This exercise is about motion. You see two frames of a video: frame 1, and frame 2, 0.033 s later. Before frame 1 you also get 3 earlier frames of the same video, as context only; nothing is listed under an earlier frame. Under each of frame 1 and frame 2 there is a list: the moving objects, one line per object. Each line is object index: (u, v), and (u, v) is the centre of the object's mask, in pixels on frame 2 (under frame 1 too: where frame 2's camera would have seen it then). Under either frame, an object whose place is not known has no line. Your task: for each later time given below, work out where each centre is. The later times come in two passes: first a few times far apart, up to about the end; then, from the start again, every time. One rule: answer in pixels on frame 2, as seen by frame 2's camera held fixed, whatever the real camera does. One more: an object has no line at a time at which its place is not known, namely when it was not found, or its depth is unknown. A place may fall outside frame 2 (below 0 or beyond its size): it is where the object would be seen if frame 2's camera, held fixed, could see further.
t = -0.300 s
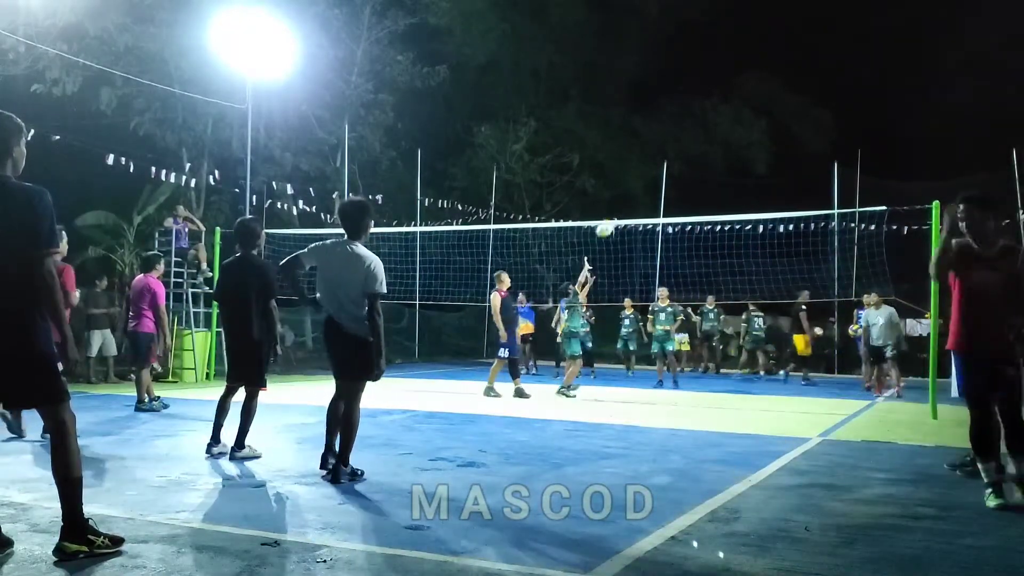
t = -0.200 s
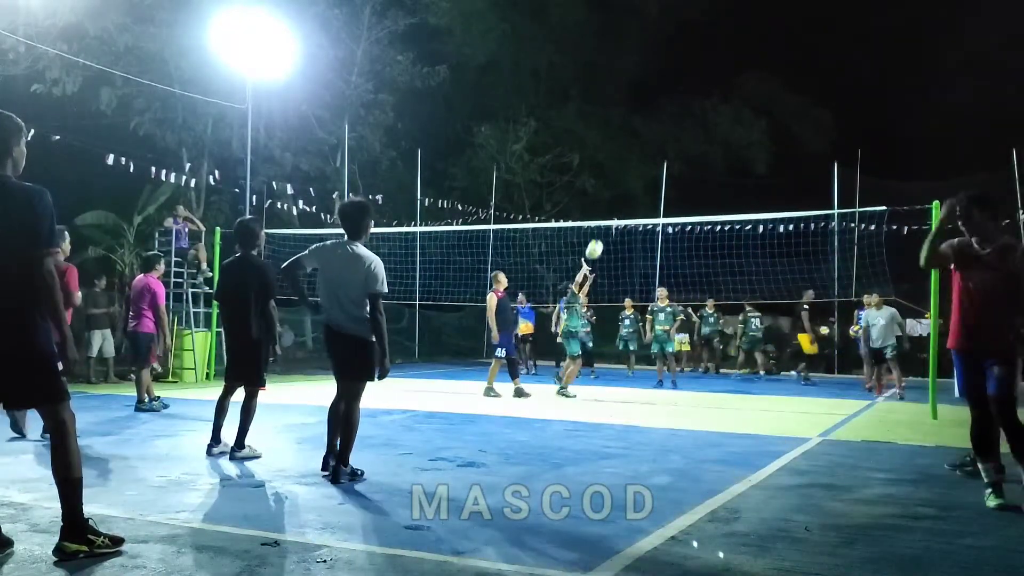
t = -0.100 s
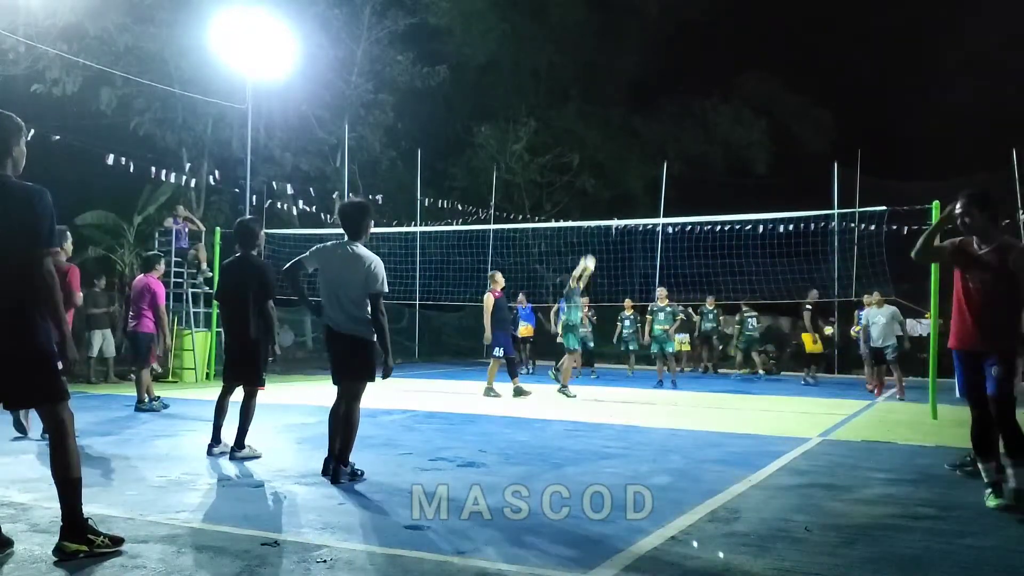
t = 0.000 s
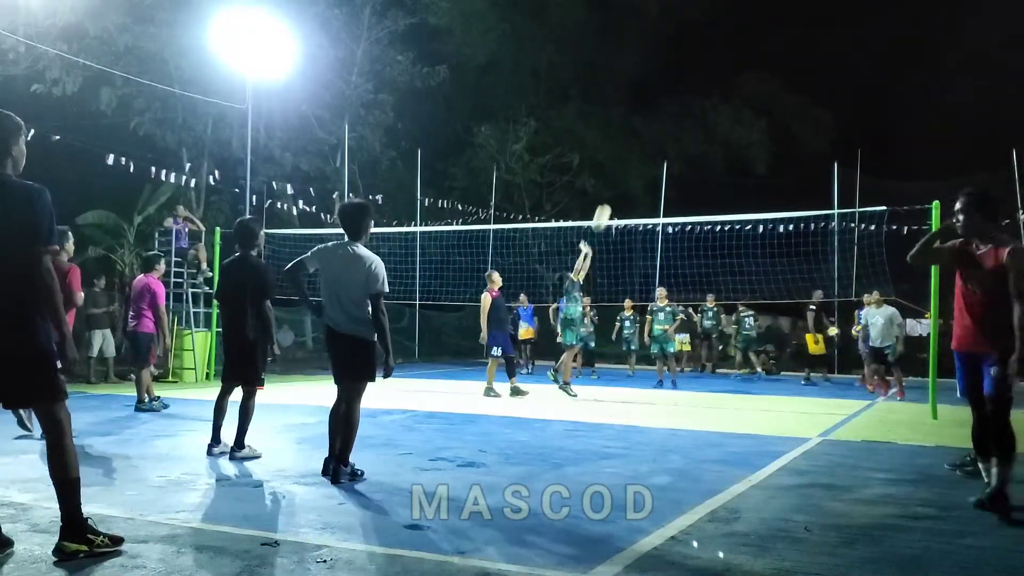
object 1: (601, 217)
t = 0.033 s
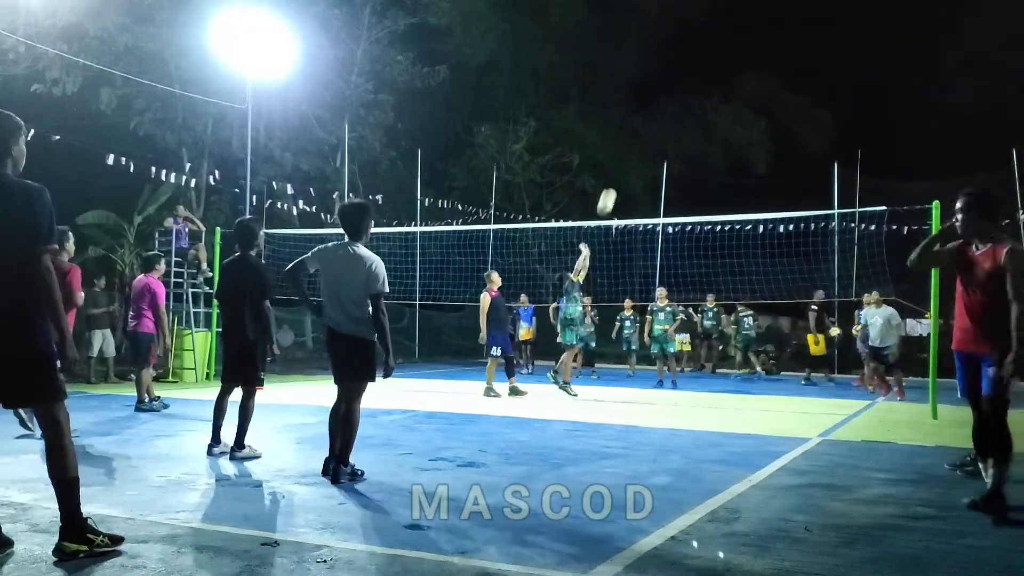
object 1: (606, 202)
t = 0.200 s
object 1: (631, 133)
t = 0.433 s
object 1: (663, 73)
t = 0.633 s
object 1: (690, 52)
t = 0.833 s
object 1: (716, 60)
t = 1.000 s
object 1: (737, 88)
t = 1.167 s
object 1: (757, 135)
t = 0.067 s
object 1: (611, 187)
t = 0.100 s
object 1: (617, 172)
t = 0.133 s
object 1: (621, 158)
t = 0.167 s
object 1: (626, 145)
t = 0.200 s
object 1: (631, 133)
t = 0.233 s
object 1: (636, 122)
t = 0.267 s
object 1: (640, 112)
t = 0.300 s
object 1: (645, 103)
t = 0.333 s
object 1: (649, 94)
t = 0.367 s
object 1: (654, 86)
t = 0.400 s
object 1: (659, 79)
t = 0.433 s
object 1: (663, 73)
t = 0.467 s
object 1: (668, 68)
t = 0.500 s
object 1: (672, 63)
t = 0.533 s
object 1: (677, 59)
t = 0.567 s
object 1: (681, 56)
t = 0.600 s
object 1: (685, 54)
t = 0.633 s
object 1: (690, 52)
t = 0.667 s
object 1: (694, 52)
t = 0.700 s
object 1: (699, 52)
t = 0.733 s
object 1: (703, 53)
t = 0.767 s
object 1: (707, 54)
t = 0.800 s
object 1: (712, 57)
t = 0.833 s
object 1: (716, 60)
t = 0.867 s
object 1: (720, 64)
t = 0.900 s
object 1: (725, 69)
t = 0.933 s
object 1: (729, 74)
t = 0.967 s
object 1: (733, 81)
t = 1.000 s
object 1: (737, 88)
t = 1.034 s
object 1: (741, 95)
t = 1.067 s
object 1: (745, 104)
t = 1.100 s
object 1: (749, 114)
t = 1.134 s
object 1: (753, 124)
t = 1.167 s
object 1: (757, 135)
